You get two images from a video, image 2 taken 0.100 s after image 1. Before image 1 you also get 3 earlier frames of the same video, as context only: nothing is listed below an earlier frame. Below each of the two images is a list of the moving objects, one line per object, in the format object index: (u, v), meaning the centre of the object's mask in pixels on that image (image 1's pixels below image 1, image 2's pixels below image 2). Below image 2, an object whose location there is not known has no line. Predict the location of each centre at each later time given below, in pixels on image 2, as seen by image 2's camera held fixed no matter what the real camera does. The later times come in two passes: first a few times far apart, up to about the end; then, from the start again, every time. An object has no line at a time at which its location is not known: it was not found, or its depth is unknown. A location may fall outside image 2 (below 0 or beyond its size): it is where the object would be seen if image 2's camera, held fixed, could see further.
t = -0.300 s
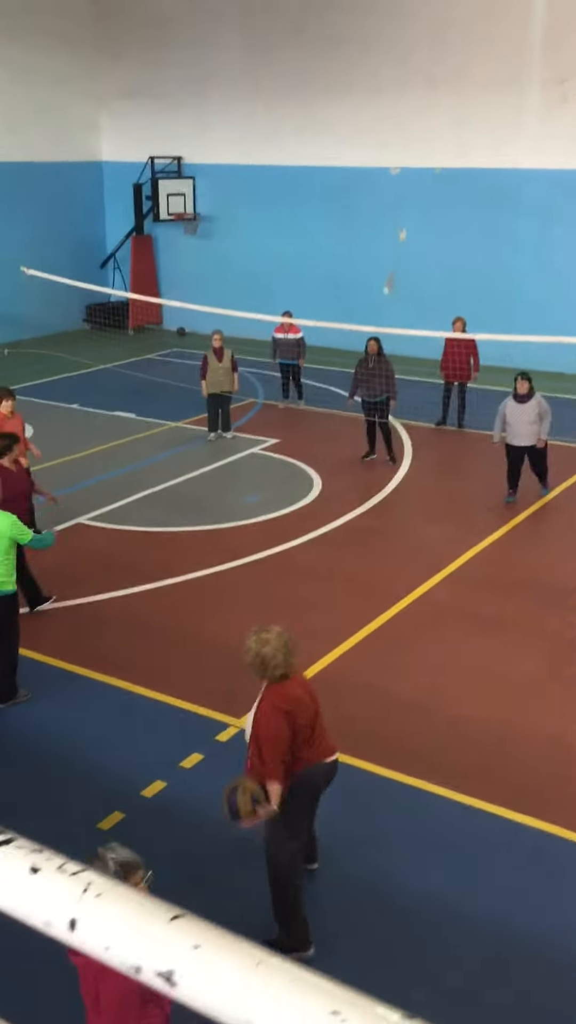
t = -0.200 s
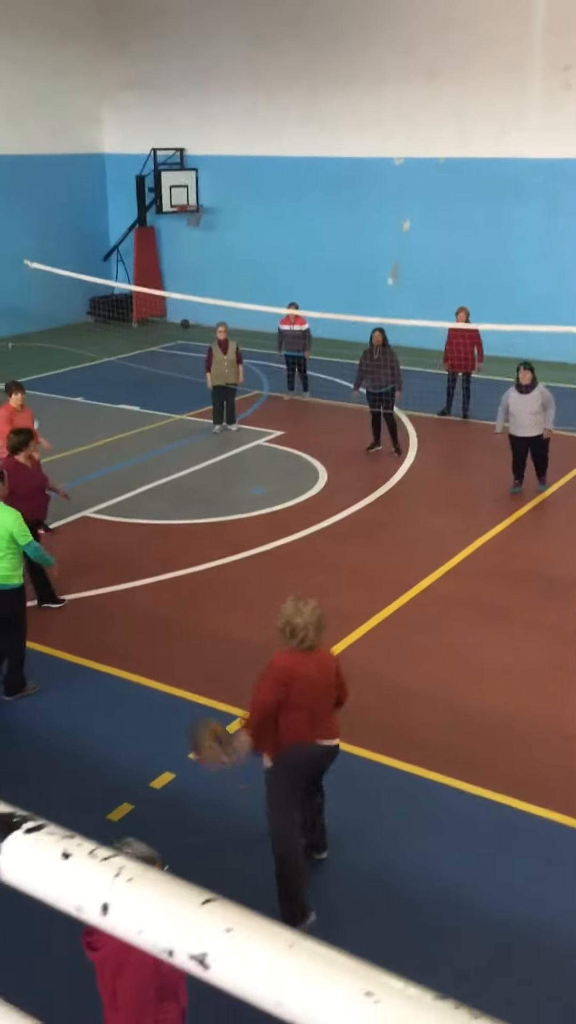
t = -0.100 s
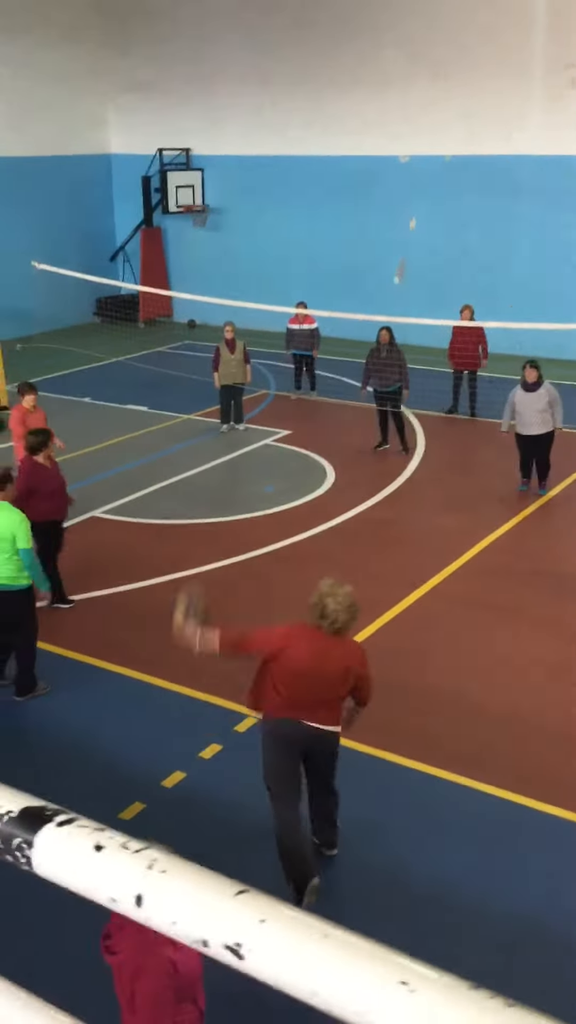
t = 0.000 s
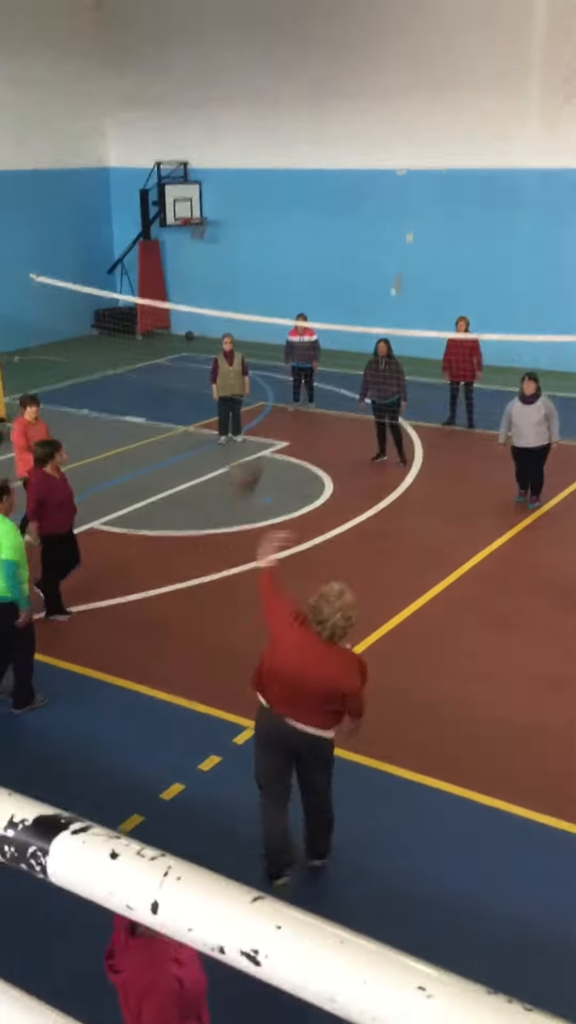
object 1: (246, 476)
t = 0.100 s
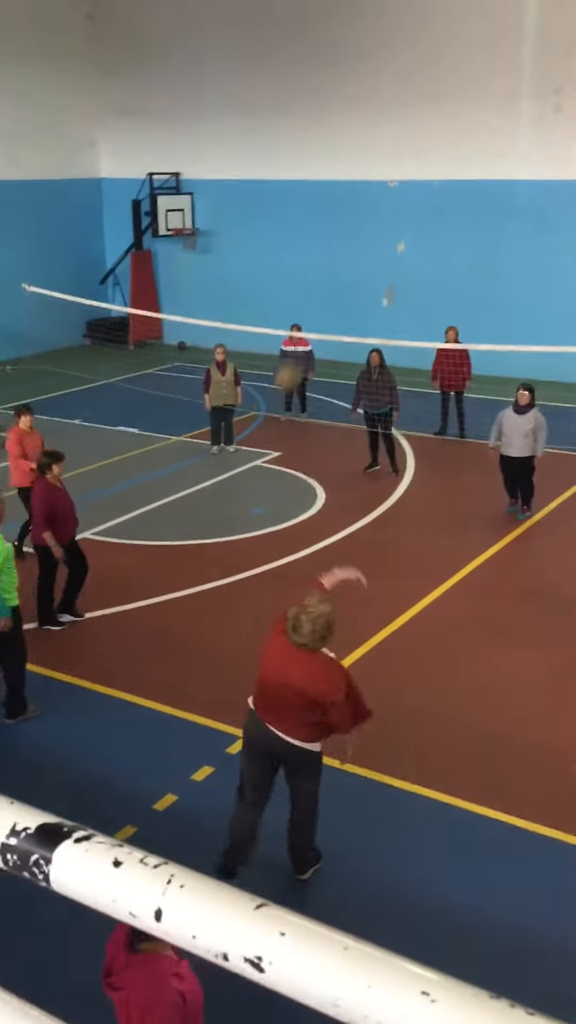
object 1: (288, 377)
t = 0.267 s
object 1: (353, 265)
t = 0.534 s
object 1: (420, 201)
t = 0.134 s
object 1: (306, 350)
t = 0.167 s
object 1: (318, 322)
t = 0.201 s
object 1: (330, 301)
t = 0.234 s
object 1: (342, 282)
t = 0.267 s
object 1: (353, 265)
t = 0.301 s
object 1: (364, 251)
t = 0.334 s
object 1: (373, 238)
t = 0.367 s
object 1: (382, 228)
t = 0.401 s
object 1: (391, 219)
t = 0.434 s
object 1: (399, 212)
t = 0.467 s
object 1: (406, 206)
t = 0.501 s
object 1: (413, 203)
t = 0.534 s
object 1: (420, 201)
